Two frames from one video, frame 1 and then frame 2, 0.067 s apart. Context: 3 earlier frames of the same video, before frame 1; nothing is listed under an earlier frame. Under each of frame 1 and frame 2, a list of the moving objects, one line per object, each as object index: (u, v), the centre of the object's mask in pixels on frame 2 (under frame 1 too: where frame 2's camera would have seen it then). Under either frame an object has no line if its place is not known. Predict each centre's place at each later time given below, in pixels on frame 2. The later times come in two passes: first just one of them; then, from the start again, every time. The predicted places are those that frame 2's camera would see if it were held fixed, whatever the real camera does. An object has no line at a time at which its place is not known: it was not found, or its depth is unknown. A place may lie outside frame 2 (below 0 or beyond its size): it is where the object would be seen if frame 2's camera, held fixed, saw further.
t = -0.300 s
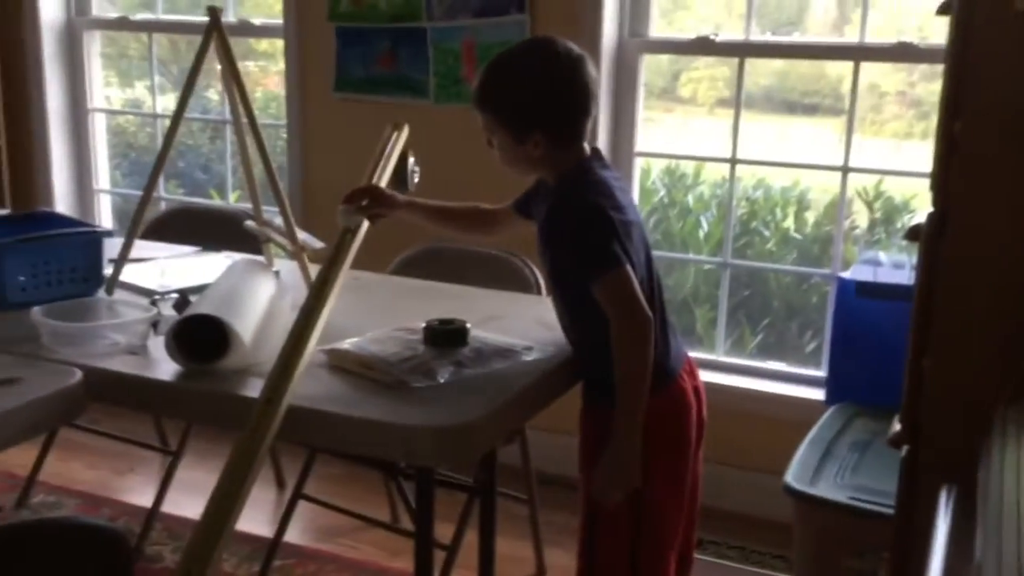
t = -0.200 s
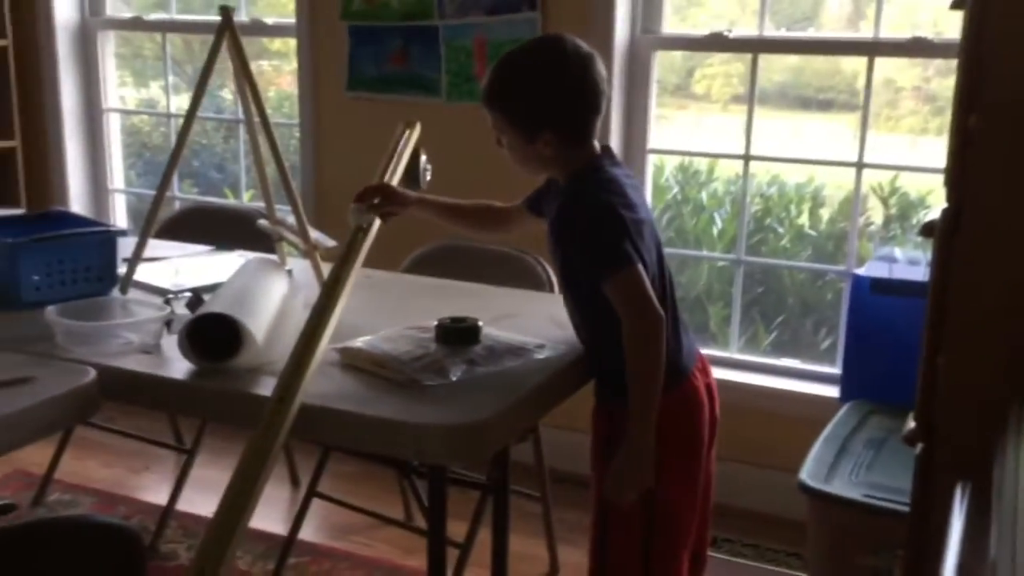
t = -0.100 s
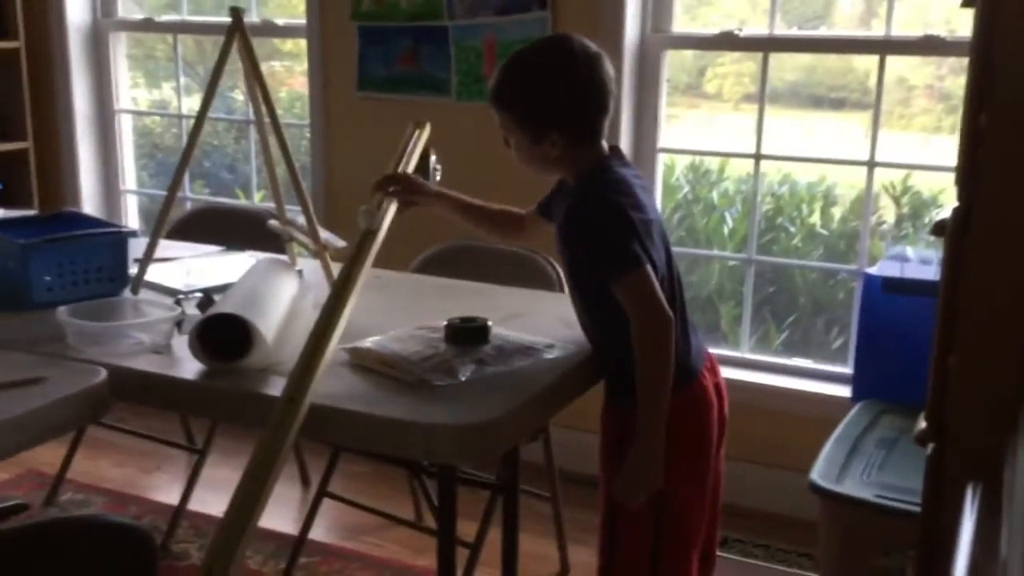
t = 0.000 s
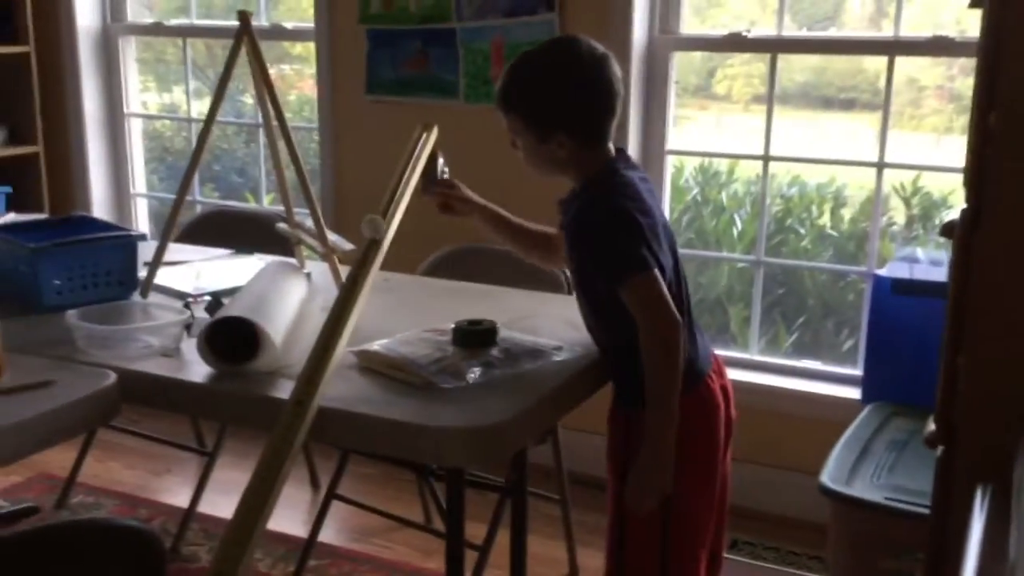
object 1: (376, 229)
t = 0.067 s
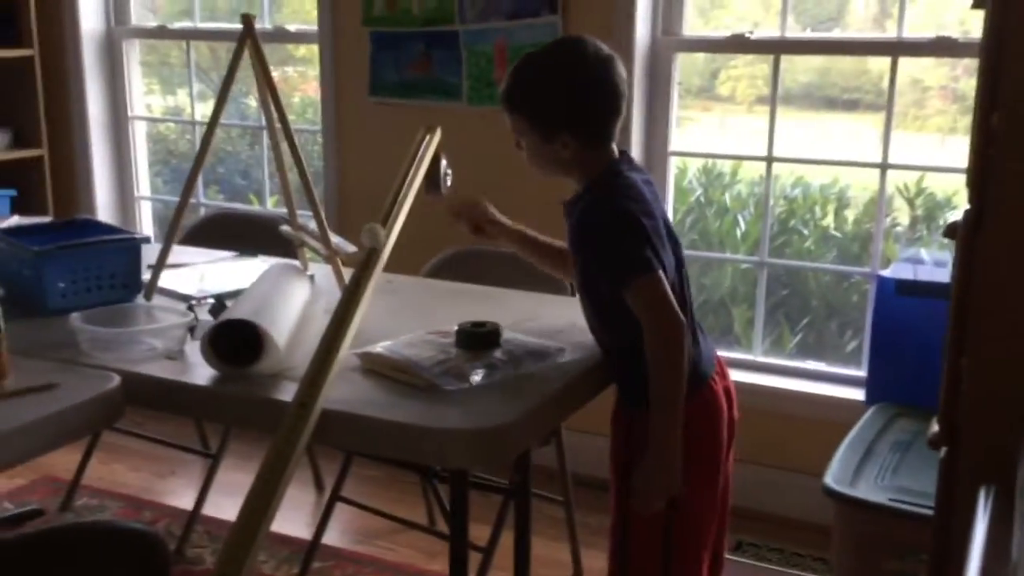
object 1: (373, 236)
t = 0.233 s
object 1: (359, 264)
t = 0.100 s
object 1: (370, 241)
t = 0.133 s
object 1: (369, 246)
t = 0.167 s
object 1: (365, 252)
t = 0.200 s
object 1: (362, 258)
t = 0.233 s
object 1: (359, 264)
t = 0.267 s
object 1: (356, 272)
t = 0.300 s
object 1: (352, 281)
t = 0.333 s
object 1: (348, 290)
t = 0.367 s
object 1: (343, 299)
